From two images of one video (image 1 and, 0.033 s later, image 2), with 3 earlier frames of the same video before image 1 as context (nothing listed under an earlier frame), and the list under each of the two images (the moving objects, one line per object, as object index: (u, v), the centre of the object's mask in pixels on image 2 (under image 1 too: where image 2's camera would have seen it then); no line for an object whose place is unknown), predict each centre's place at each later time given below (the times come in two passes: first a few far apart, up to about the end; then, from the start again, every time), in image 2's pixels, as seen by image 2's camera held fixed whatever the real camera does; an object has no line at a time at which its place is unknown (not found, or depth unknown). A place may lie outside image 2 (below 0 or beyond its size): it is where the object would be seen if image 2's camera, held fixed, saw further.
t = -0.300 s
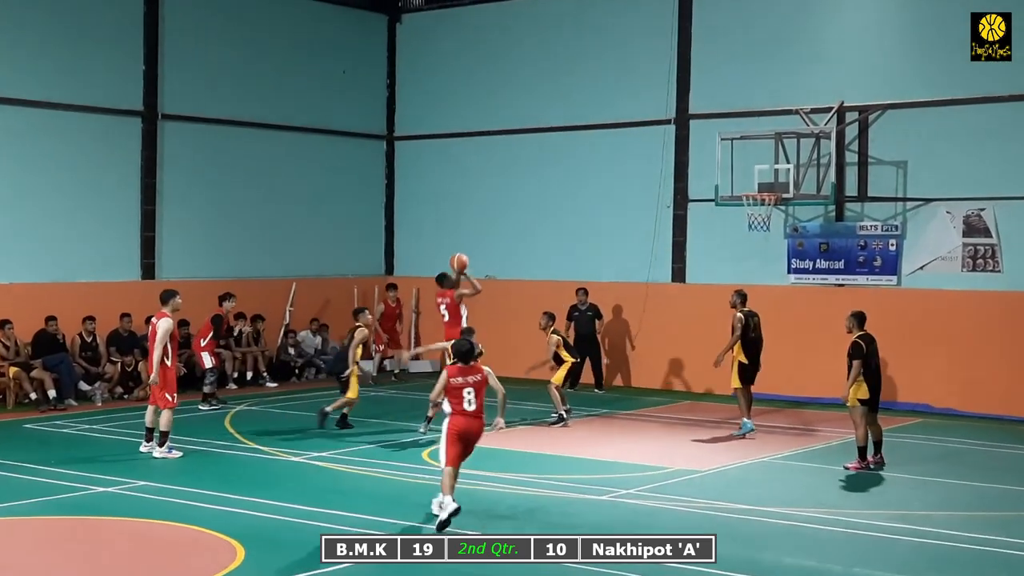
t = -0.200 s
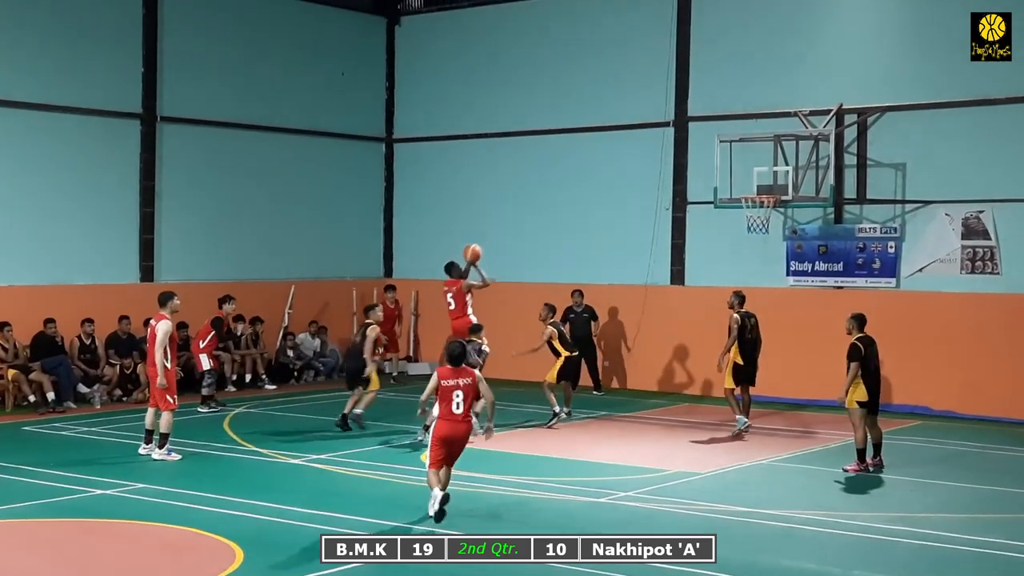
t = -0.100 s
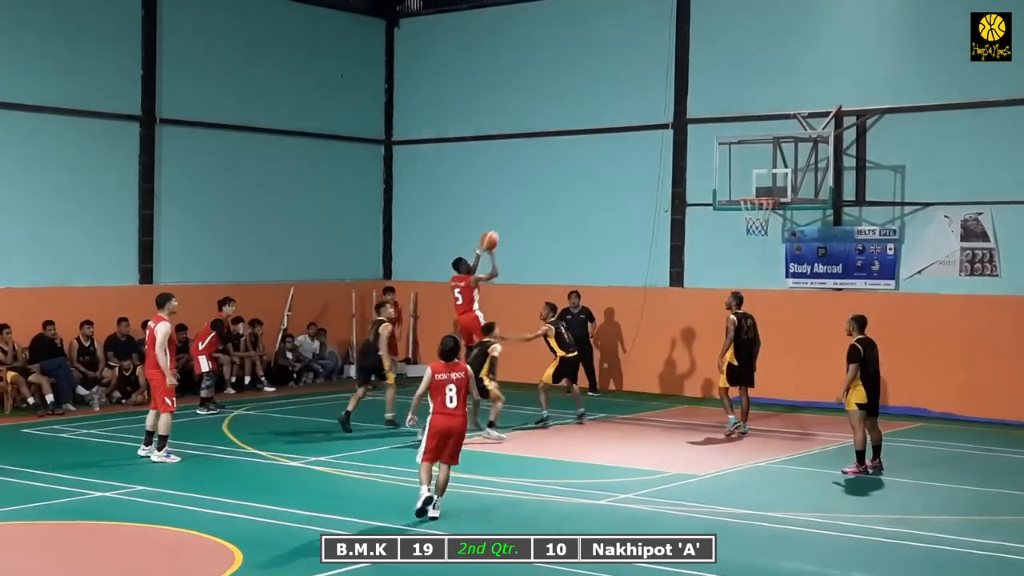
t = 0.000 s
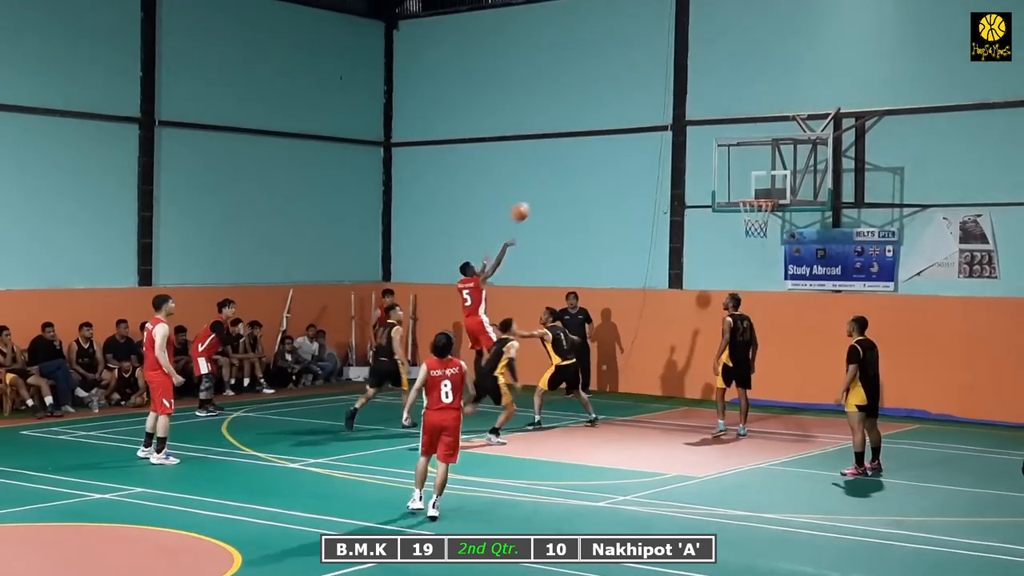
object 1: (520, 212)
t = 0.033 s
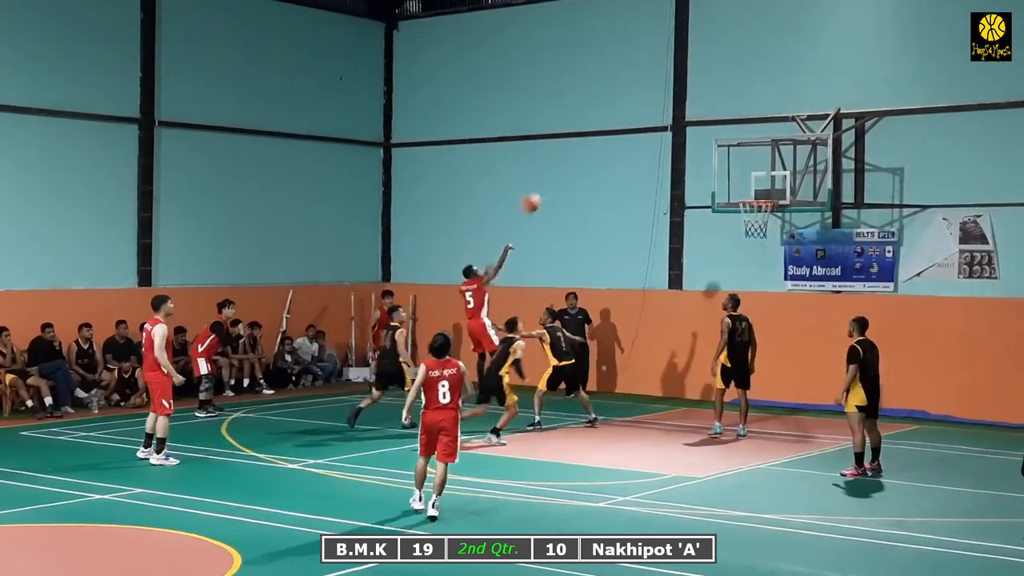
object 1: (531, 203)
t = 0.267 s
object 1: (609, 163)
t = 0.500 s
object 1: (680, 164)
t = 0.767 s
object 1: (744, 183)
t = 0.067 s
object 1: (542, 194)
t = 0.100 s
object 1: (553, 187)
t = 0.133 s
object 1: (565, 181)
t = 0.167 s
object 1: (576, 175)
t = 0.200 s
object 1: (586, 170)
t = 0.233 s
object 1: (597, 166)
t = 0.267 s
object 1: (609, 163)
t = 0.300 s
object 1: (619, 160)
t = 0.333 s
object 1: (630, 159)
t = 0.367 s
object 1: (640, 158)
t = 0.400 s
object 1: (650, 158)
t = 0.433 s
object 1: (660, 159)
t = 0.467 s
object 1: (671, 161)
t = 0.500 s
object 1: (680, 164)
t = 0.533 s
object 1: (690, 166)
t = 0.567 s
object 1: (700, 170)
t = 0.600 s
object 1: (710, 175)
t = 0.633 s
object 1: (719, 180)
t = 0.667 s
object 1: (730, 187)
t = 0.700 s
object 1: (738, 192)
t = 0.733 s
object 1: (741, 188)
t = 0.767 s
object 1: (744, 183)
